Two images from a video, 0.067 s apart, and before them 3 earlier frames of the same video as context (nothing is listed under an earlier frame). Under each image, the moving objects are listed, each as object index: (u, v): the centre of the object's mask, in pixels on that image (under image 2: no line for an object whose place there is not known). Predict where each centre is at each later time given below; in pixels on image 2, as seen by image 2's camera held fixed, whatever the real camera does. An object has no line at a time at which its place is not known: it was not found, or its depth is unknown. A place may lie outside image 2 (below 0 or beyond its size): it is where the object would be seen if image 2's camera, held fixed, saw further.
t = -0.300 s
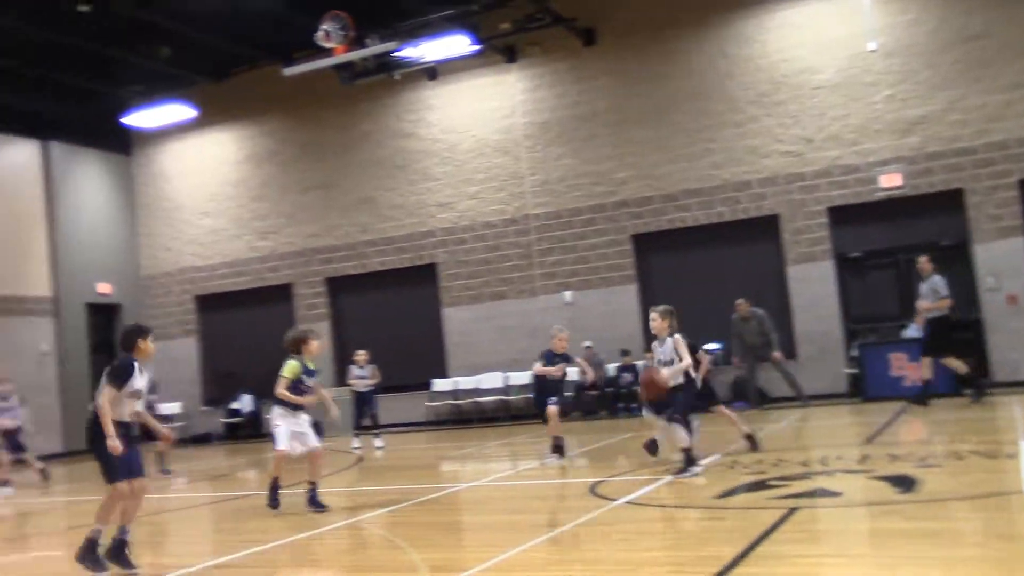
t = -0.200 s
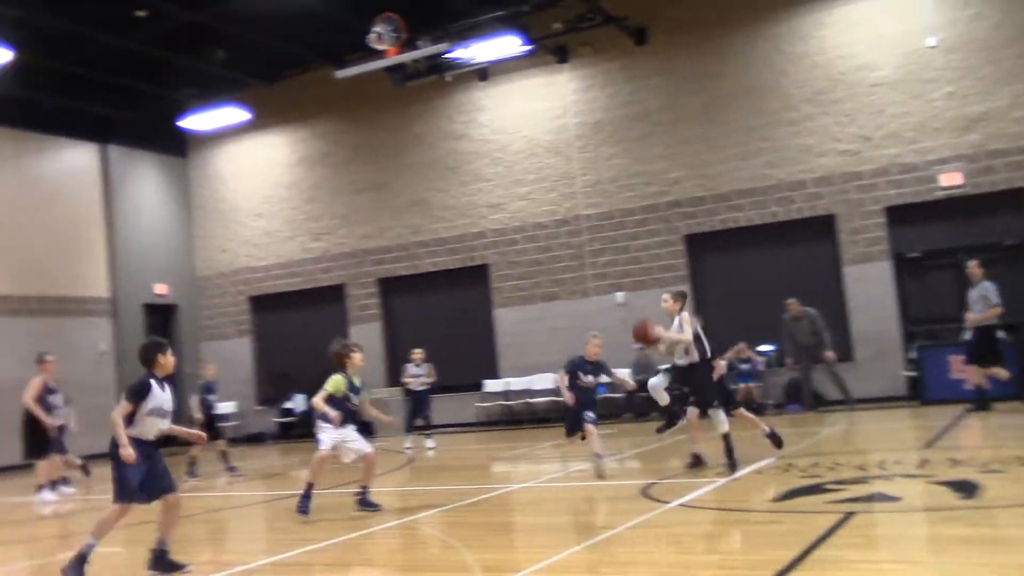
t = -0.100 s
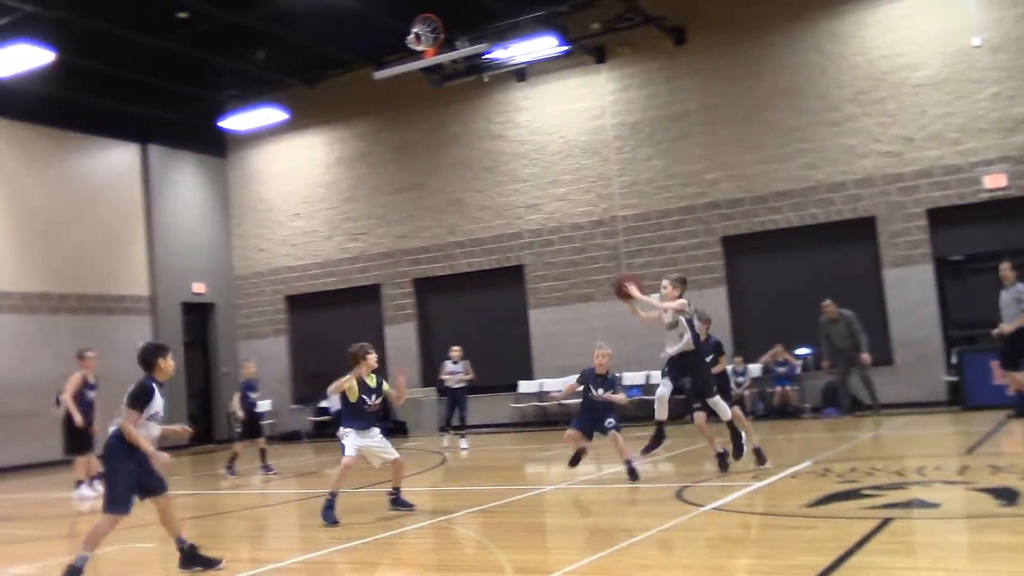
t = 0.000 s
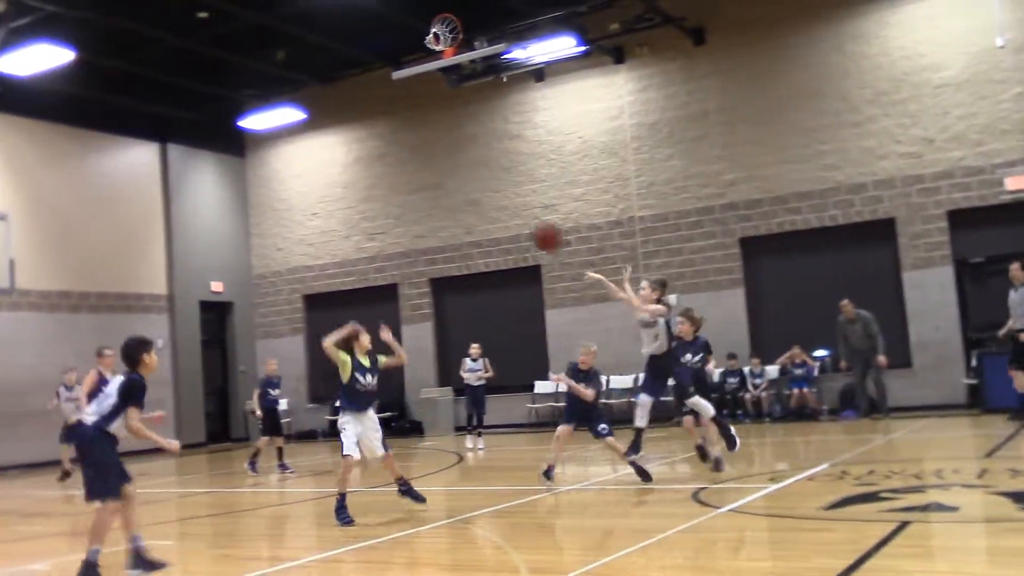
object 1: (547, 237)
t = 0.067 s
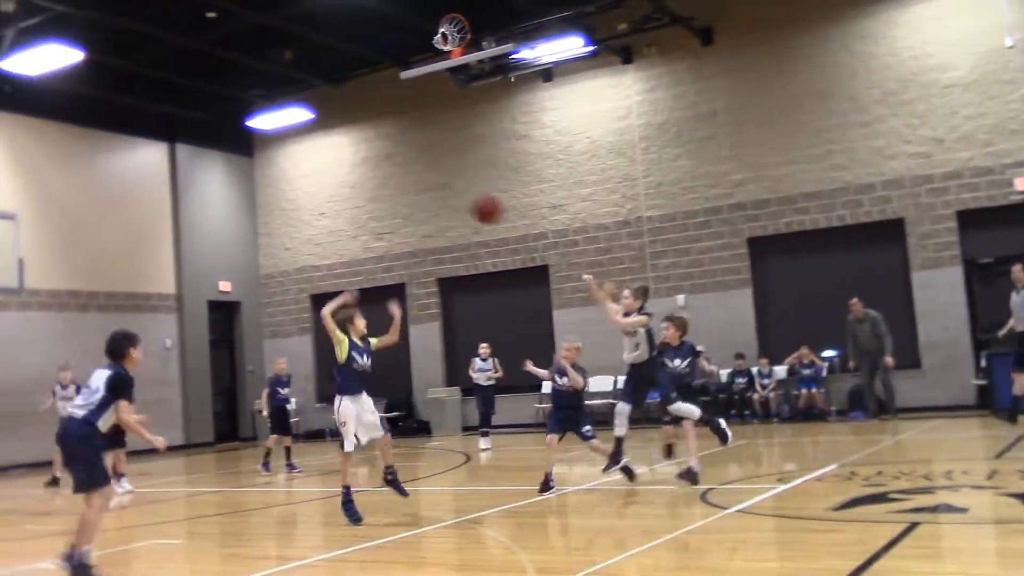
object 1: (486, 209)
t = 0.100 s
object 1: (453, 198)
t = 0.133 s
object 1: (418, 186)
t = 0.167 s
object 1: (382, 177)
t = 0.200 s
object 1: (345, 169)
